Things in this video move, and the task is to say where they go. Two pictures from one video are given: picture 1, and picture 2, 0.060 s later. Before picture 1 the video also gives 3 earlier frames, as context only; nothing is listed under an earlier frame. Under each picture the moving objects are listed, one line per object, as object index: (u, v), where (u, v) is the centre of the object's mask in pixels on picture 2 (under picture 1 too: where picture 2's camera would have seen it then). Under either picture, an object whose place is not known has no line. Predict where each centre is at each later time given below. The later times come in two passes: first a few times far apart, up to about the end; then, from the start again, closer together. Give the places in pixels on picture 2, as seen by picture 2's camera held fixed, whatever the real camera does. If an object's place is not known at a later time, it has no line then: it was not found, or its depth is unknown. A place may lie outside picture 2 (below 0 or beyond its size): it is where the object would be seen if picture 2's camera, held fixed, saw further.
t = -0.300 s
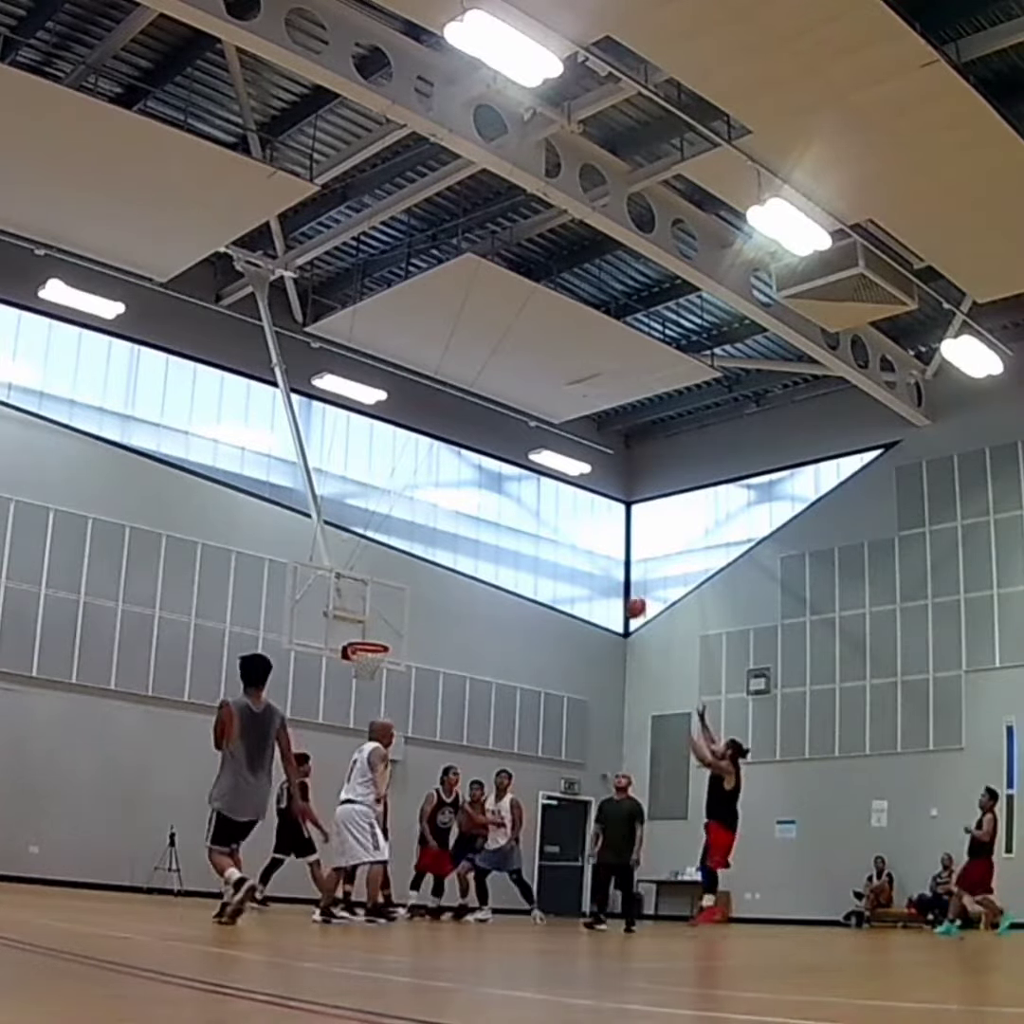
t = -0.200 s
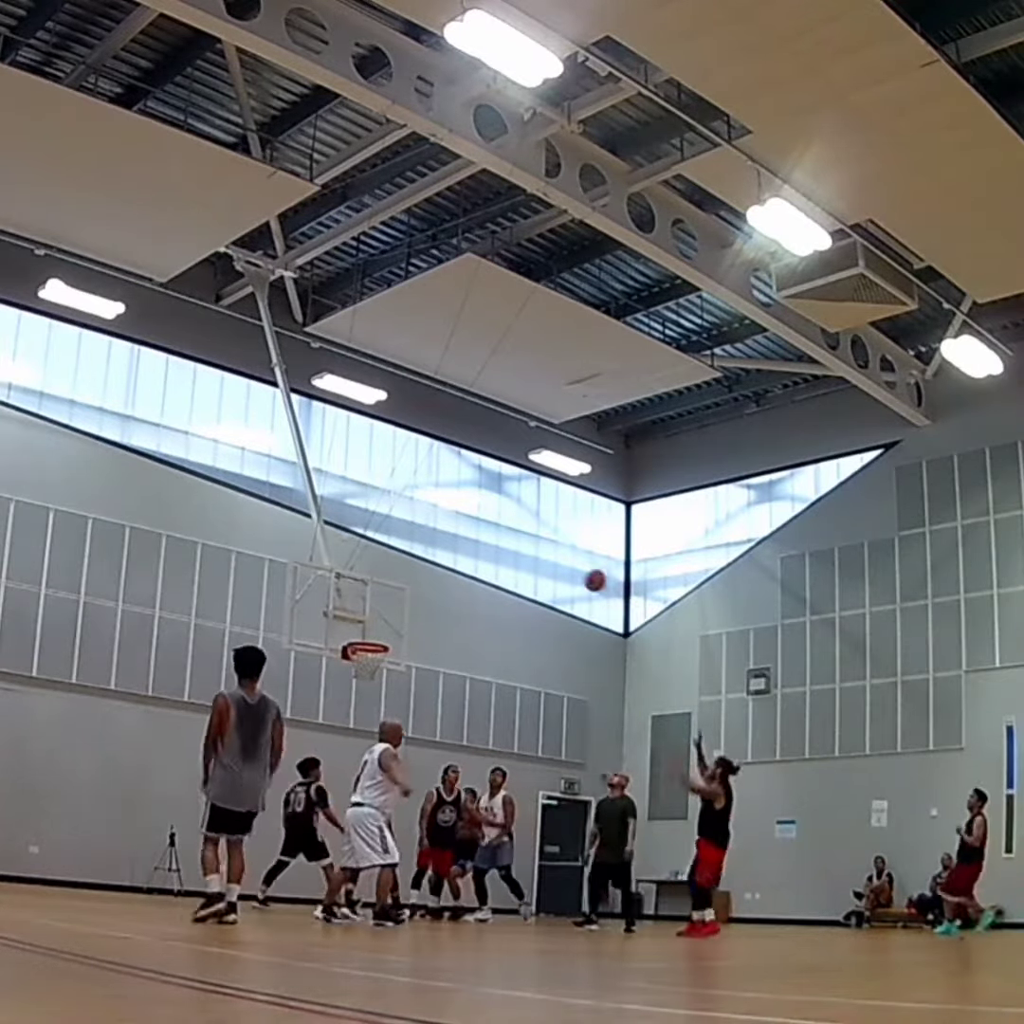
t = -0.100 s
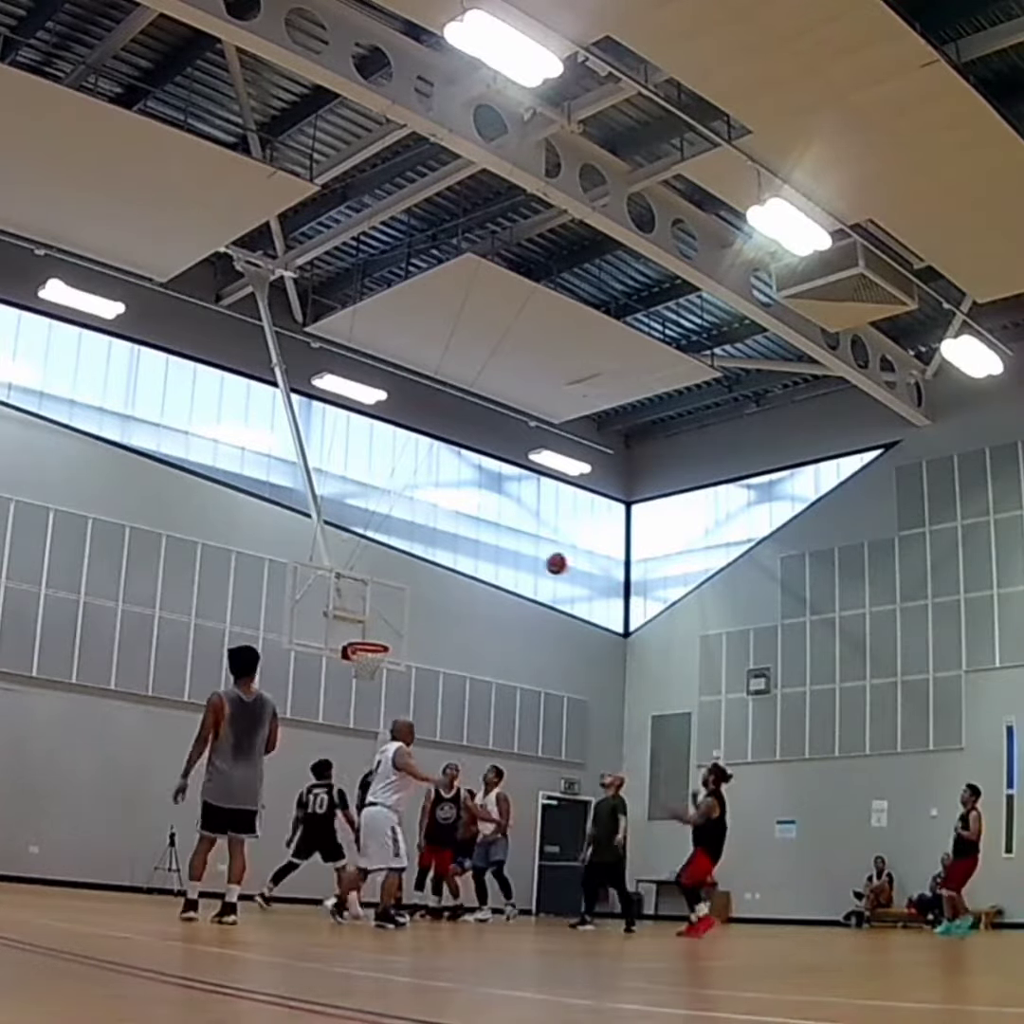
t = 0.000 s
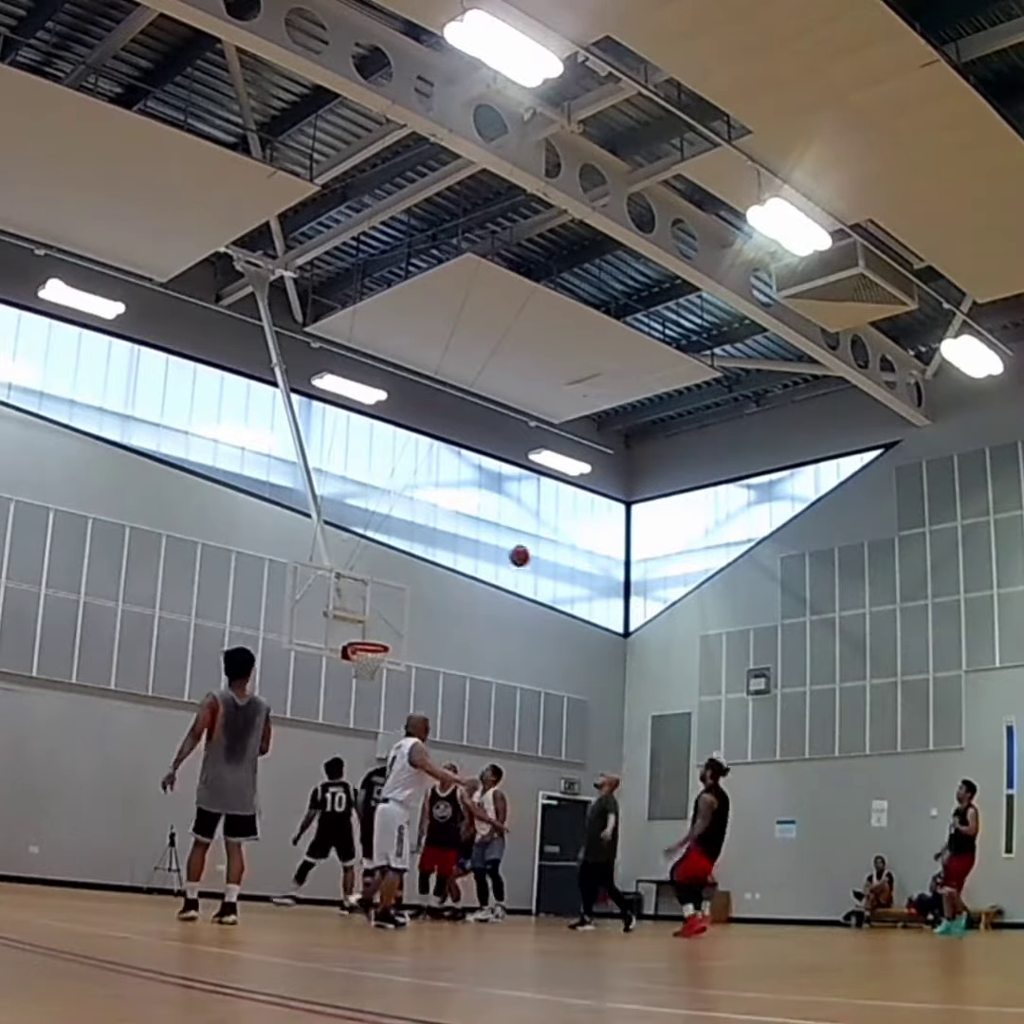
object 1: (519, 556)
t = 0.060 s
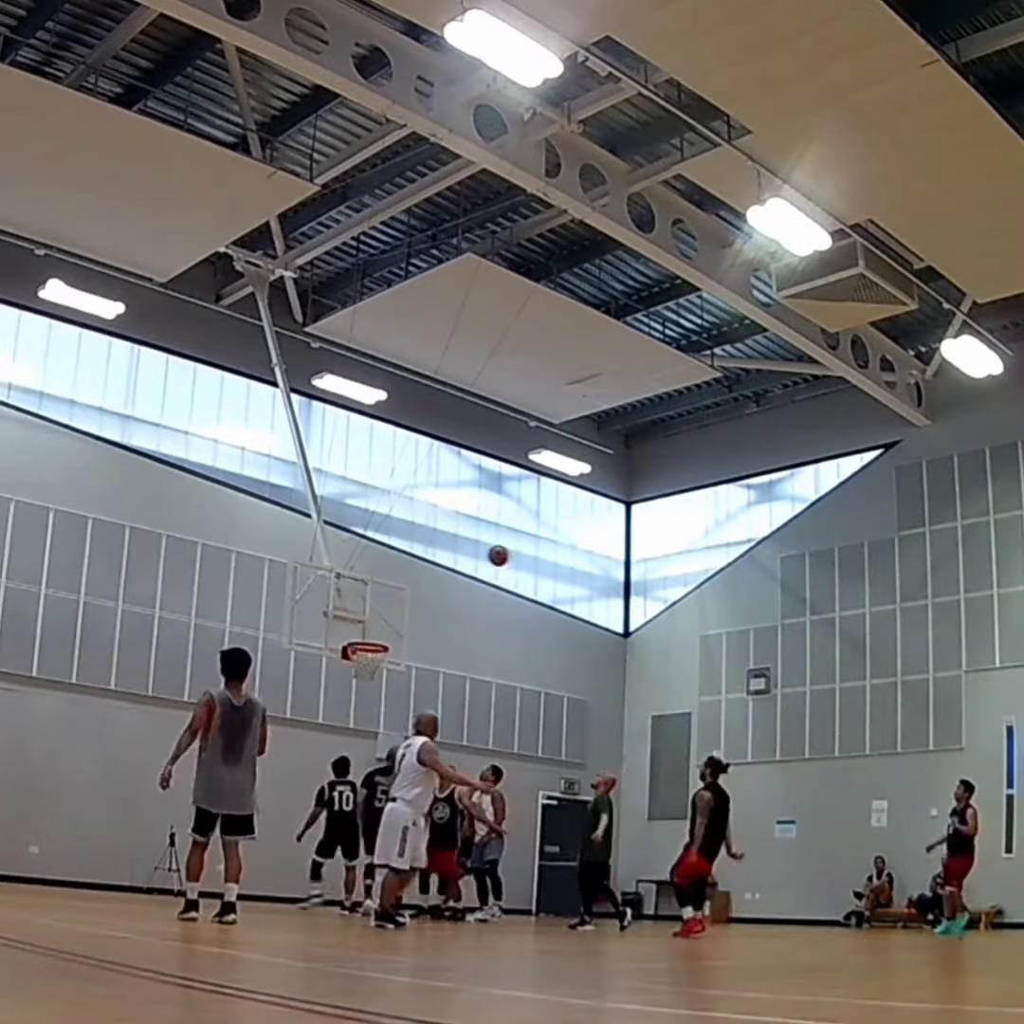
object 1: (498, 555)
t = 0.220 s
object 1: (444, 571)
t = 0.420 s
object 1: (379, 619)
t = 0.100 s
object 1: (484, 556)
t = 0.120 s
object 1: (477, 558)
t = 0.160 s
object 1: (463, 562)
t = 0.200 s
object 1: (450, 568)
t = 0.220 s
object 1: (444, 571)
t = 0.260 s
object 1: (430, 578)
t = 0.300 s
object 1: (417, 586)
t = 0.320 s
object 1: (411, 591)
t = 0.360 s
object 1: (398, 601)
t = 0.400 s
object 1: (385, 613)
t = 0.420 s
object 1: (379, 619)
